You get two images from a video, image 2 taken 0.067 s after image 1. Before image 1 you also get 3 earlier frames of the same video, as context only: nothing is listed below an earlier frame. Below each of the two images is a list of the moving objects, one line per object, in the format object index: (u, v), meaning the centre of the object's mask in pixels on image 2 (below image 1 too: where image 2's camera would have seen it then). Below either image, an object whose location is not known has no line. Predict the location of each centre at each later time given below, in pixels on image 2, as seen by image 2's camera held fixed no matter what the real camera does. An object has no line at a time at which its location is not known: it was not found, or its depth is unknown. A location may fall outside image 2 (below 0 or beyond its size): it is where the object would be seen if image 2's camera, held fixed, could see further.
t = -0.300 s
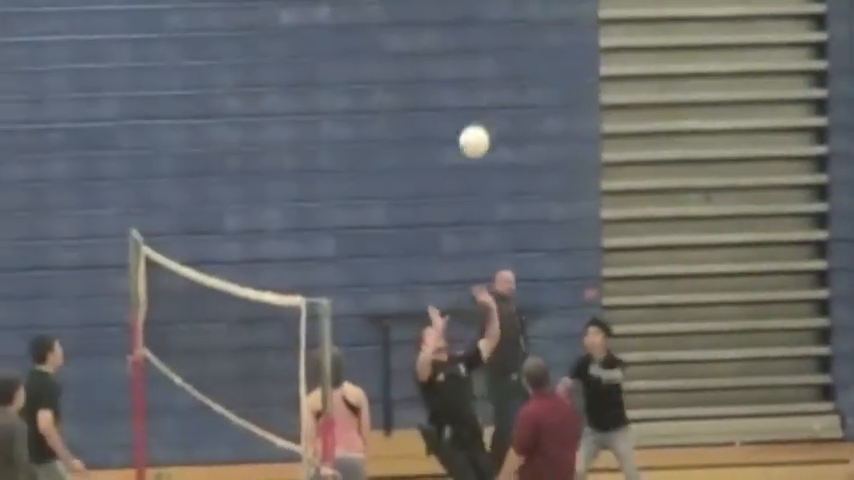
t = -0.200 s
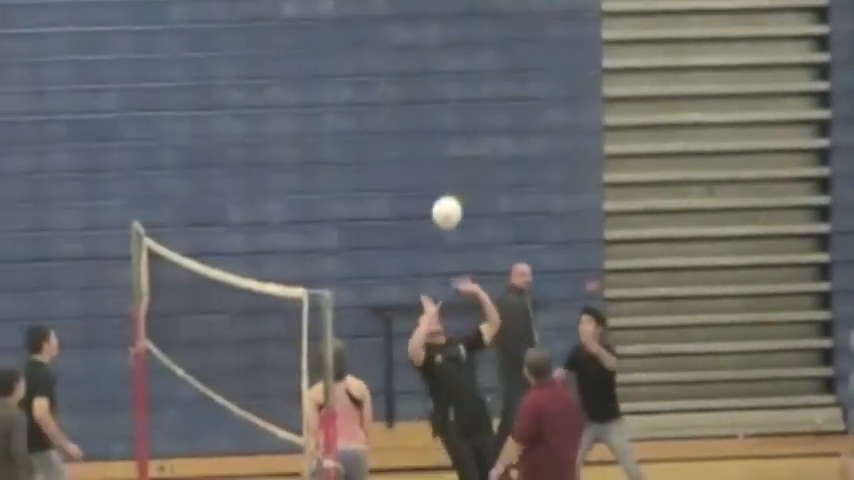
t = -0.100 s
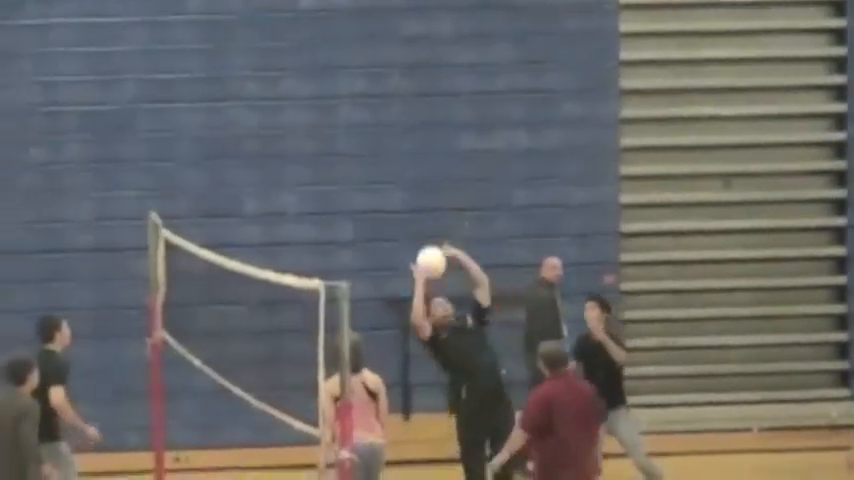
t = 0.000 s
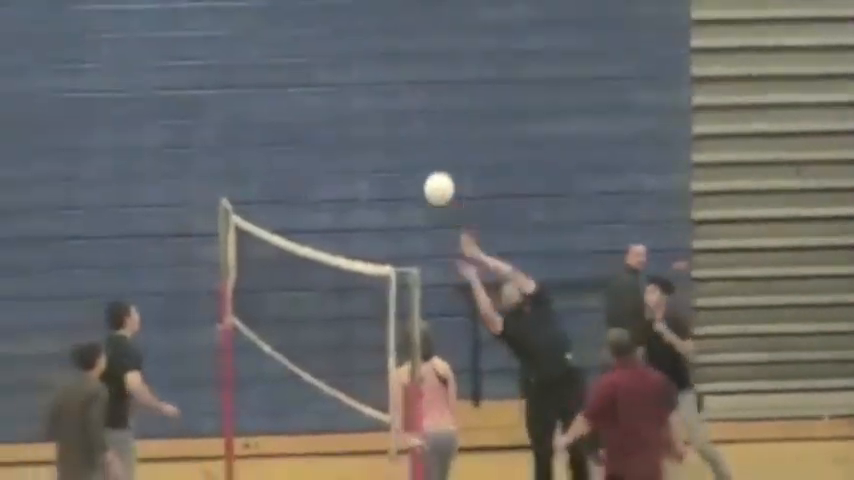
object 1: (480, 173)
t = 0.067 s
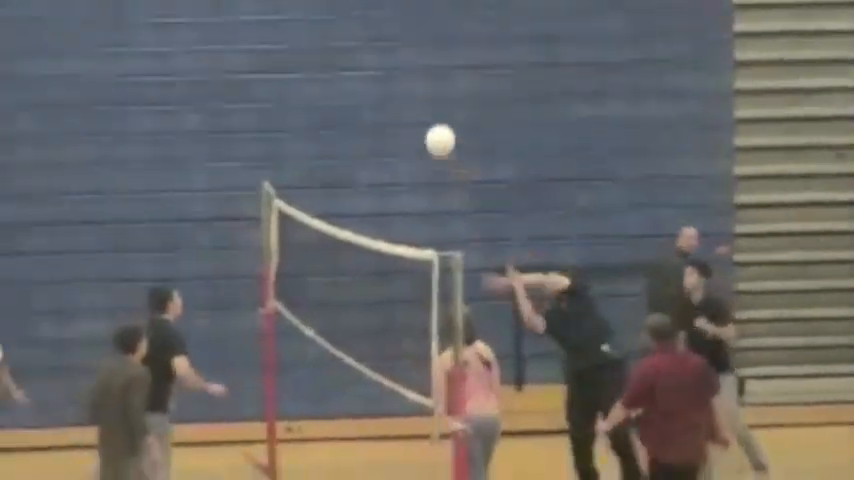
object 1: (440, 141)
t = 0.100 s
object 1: (420, 126)
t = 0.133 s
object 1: (399, 114)
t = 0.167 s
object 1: (379, 104)
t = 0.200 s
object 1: (360, 95)
